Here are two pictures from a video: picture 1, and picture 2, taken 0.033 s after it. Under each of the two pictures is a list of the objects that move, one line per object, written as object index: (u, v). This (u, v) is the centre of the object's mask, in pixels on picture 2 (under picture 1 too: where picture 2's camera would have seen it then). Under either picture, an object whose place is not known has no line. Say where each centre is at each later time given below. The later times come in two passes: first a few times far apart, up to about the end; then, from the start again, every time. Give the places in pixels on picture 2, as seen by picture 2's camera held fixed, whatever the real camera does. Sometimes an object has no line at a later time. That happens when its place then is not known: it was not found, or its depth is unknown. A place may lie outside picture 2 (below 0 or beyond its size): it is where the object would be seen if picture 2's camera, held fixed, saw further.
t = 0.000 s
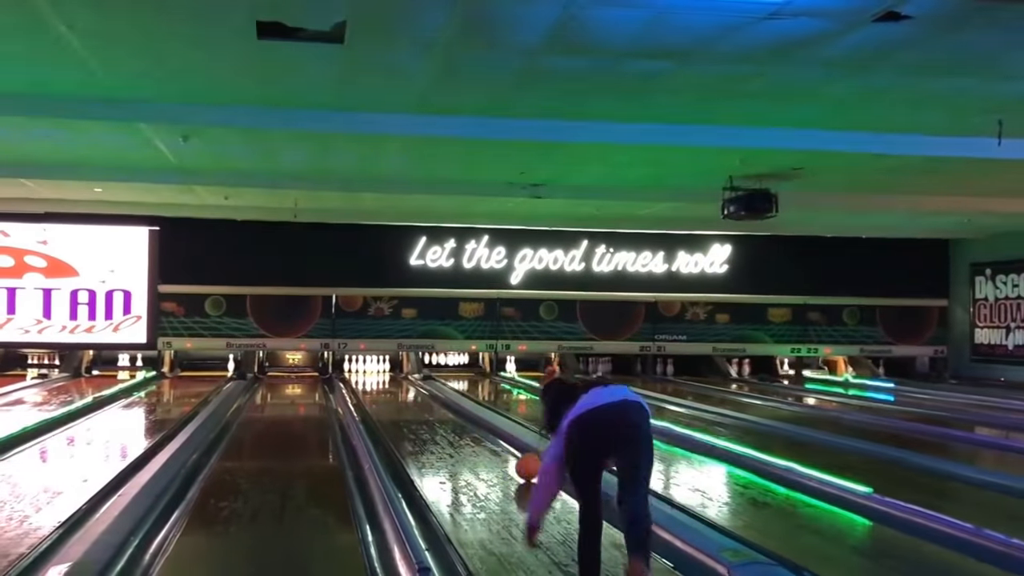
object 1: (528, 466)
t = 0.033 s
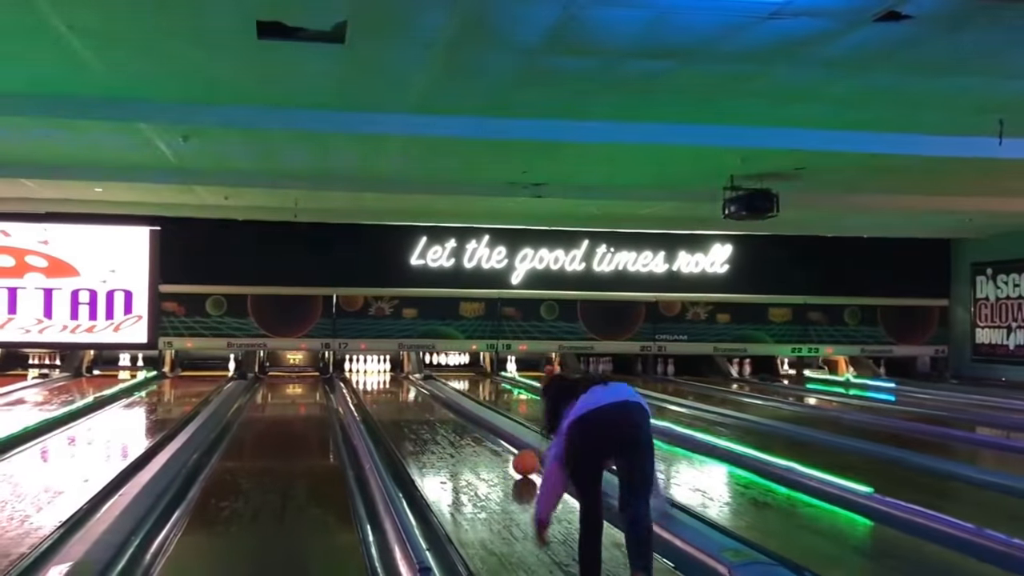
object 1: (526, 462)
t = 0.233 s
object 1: (505, 444)
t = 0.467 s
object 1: (488, 429)
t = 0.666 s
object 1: (478, 421)
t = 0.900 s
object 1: (466, 413)
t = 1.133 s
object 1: (453, 405)
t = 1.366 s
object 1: (442, 399)
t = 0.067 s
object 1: (522, 459)
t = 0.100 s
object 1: (518, 455)
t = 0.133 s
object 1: (515, 452)
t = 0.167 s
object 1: (511, 449)
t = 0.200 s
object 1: (508, 447)
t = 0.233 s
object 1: (505, 444)
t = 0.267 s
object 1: (502, 442)
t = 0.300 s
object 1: (499, 440)
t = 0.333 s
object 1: (496, 438)
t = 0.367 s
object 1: (494, 435)
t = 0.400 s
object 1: (491, 433)
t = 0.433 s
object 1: (490, 431)
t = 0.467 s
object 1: (488, 429)
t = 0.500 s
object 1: (485, 427)
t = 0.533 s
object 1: (483, 426)
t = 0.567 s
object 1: (481, 424)
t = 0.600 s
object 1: (480, 422)
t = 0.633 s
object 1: (479, 422)
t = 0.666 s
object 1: (478, 421)
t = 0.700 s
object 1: (478, 420)
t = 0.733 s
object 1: (477, 420)
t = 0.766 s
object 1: (474, 418)
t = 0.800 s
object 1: (471, 416)
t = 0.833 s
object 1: (469, 415)
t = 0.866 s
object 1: (468, 414)
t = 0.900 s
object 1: (466, 413)
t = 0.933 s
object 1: (464, 412)
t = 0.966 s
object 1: (462, 410)
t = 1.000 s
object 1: (460, 410)
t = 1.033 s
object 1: (458, 409)
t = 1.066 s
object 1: (457, 408)
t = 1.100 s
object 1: (455, 406)
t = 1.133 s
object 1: (453, 405)
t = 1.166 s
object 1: (452, 404)
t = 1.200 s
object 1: (451, 403)
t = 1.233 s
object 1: (448, 402)
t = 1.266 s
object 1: (447, 401)
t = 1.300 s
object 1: (445, 401)
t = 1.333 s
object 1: (444, 400)
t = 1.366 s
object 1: (442, 399)
